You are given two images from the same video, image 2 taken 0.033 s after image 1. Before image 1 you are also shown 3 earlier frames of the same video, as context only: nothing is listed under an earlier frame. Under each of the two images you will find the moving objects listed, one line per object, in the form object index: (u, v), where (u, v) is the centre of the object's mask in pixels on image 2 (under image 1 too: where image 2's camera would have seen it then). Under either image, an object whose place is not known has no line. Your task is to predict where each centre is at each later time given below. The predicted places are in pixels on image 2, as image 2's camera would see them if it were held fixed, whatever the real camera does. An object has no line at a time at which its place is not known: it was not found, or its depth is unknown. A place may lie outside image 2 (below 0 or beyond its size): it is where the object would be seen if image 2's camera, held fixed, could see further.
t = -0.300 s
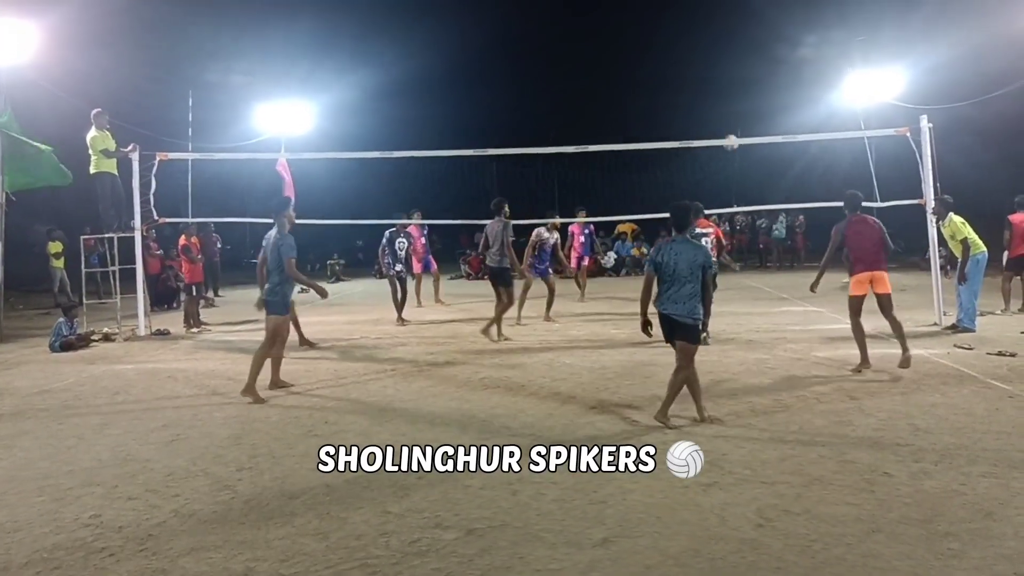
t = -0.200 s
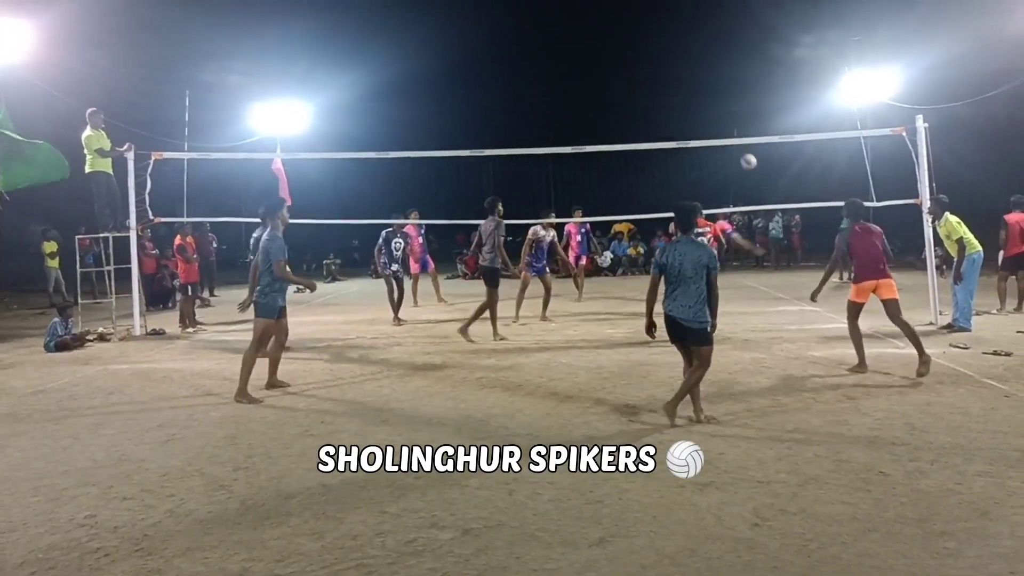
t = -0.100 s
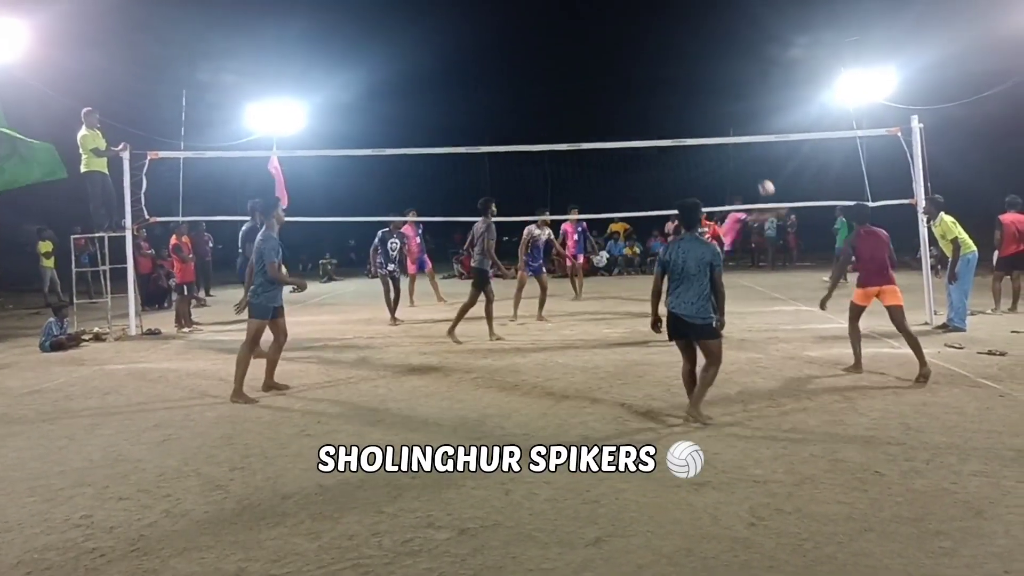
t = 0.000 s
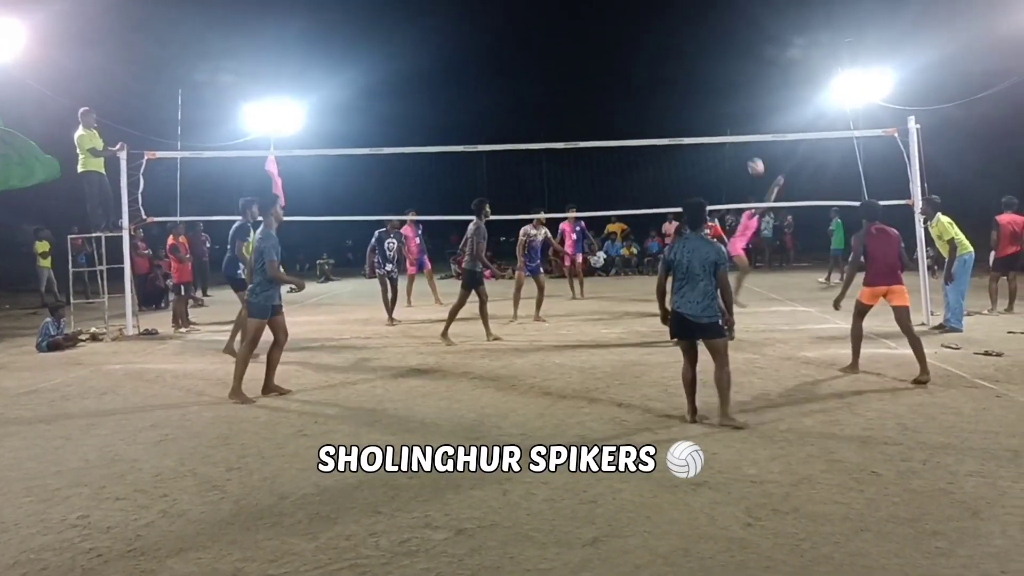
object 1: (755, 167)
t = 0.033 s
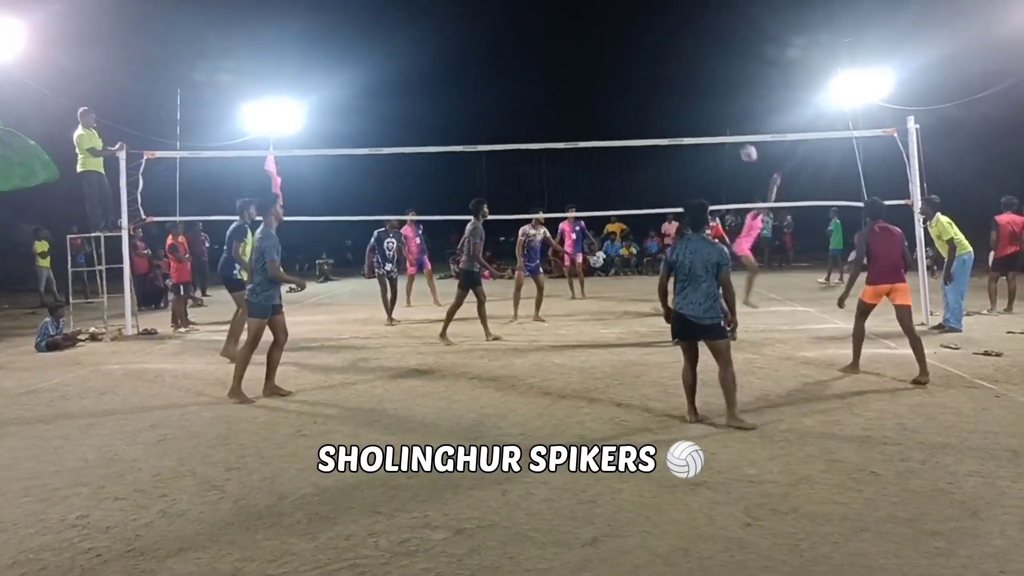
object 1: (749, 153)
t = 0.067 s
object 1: (744, 142)
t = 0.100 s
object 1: (736, 128)
